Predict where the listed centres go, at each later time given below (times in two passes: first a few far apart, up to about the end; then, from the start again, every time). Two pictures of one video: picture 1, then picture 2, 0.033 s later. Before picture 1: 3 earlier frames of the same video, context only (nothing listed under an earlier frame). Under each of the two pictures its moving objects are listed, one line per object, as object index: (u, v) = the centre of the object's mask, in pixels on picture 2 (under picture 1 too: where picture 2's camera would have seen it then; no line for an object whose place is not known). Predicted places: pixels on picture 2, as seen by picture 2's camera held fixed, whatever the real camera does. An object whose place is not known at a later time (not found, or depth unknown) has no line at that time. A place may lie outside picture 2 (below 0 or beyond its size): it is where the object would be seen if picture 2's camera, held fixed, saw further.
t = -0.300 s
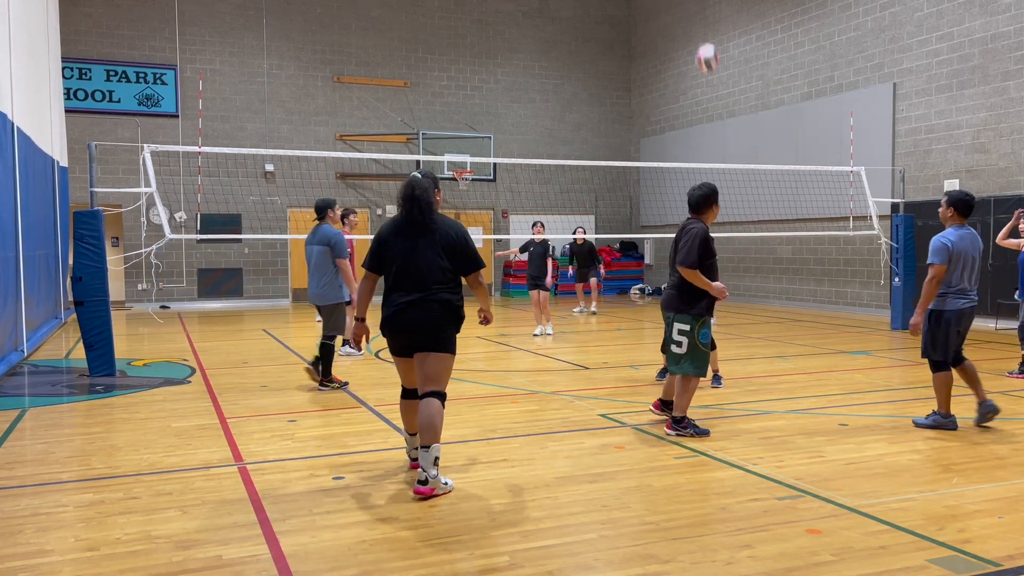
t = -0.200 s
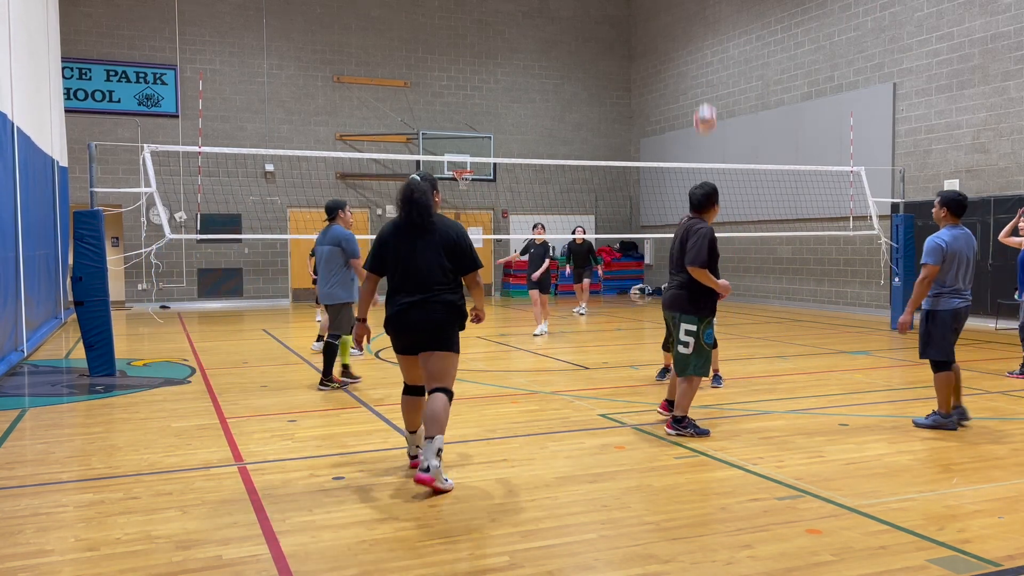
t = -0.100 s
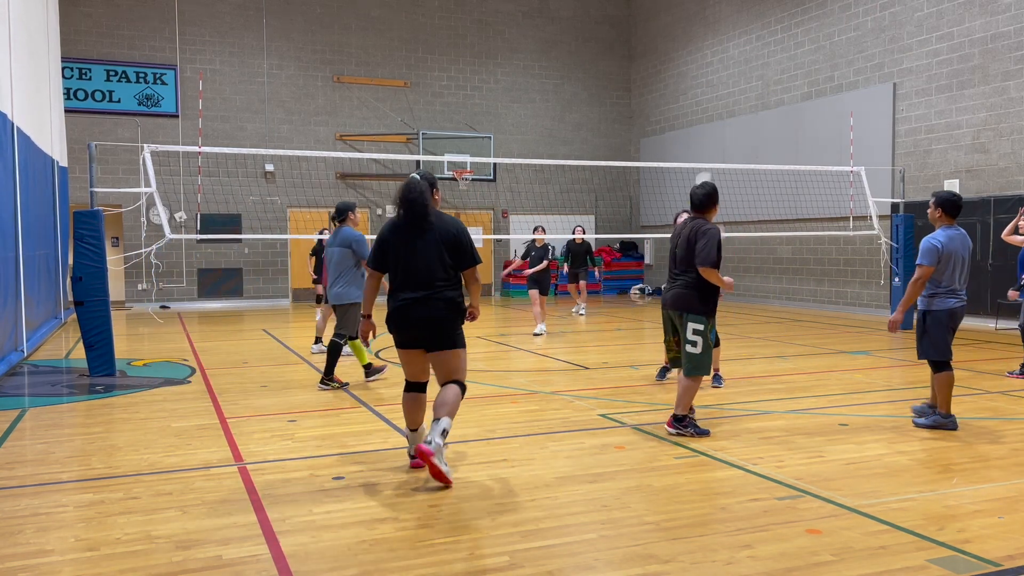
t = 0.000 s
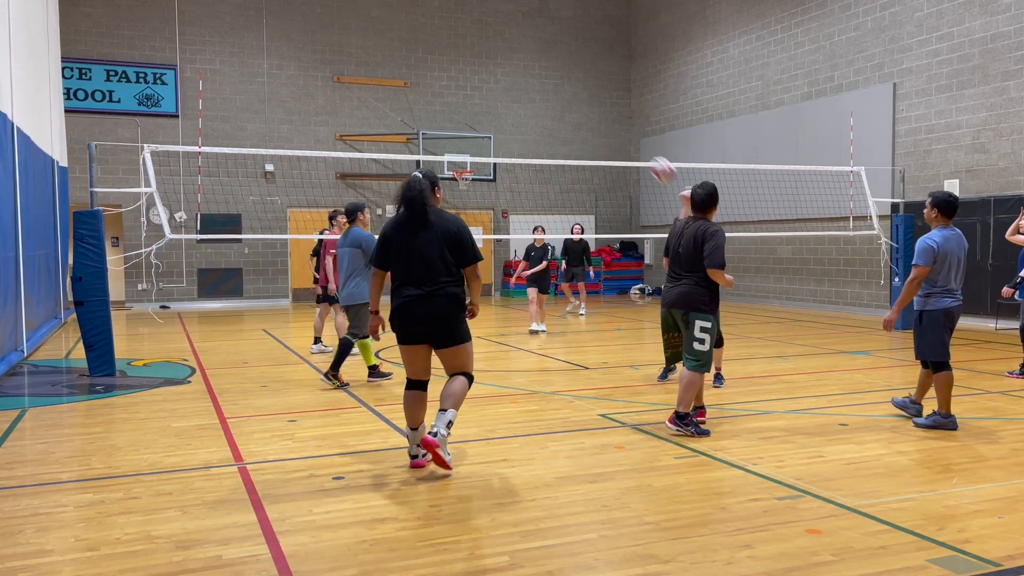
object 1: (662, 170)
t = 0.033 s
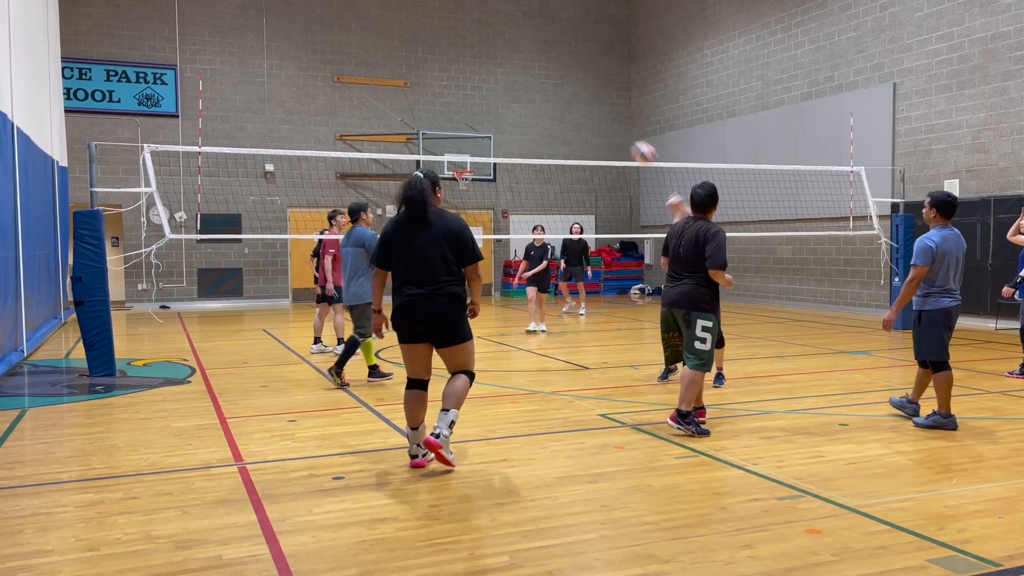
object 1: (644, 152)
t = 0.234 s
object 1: (551, 91)
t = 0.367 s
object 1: (501, 75)
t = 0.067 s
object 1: (628, 140)
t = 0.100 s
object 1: (611, 126)
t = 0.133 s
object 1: (595, 116)
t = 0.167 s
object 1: (579, 106)
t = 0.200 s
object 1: (565, 97)
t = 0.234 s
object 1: (551, 91)
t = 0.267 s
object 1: (538, 86)
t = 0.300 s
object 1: (525, 81)
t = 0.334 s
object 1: (513, 77)
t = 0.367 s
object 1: (501, 75)
